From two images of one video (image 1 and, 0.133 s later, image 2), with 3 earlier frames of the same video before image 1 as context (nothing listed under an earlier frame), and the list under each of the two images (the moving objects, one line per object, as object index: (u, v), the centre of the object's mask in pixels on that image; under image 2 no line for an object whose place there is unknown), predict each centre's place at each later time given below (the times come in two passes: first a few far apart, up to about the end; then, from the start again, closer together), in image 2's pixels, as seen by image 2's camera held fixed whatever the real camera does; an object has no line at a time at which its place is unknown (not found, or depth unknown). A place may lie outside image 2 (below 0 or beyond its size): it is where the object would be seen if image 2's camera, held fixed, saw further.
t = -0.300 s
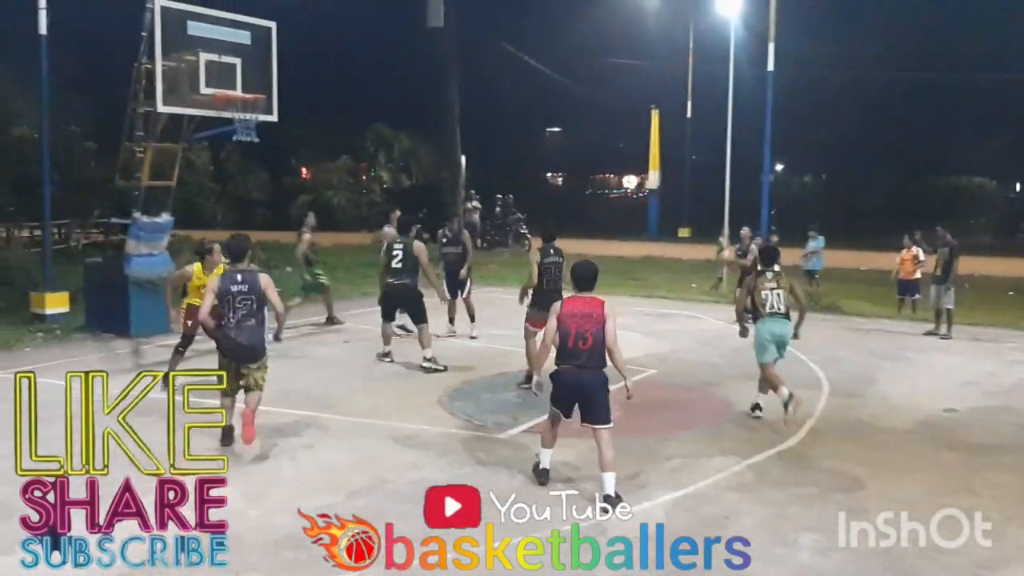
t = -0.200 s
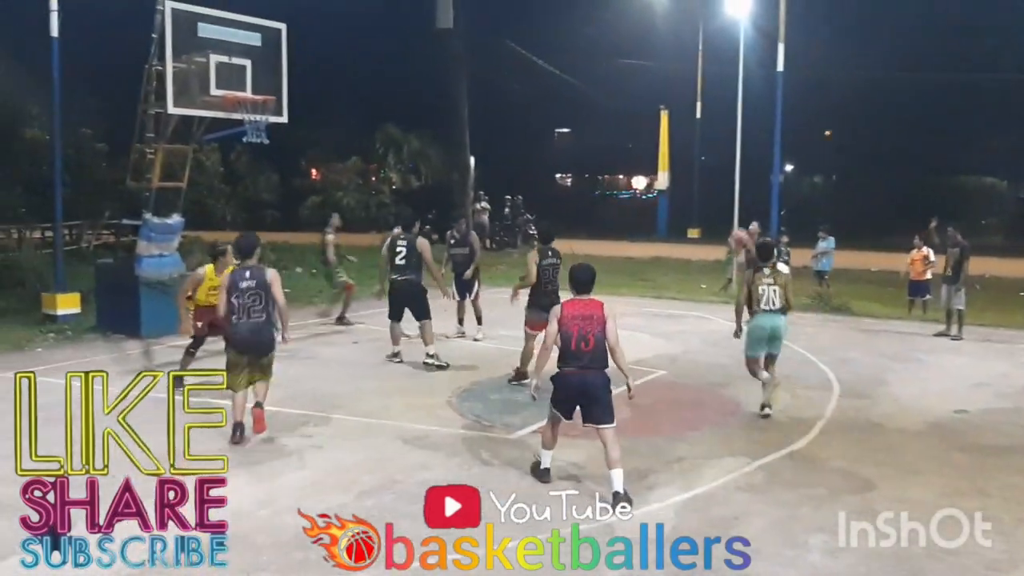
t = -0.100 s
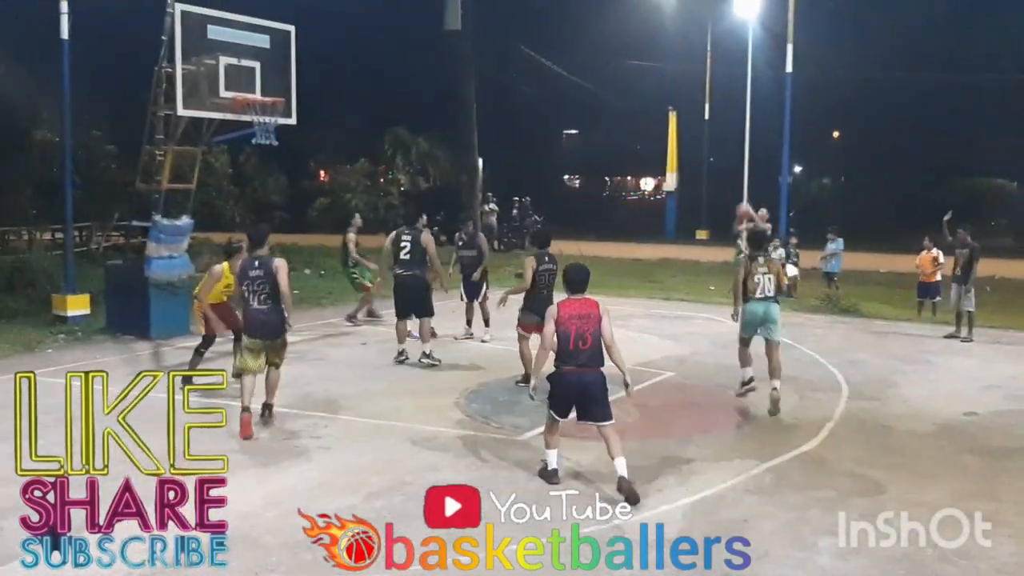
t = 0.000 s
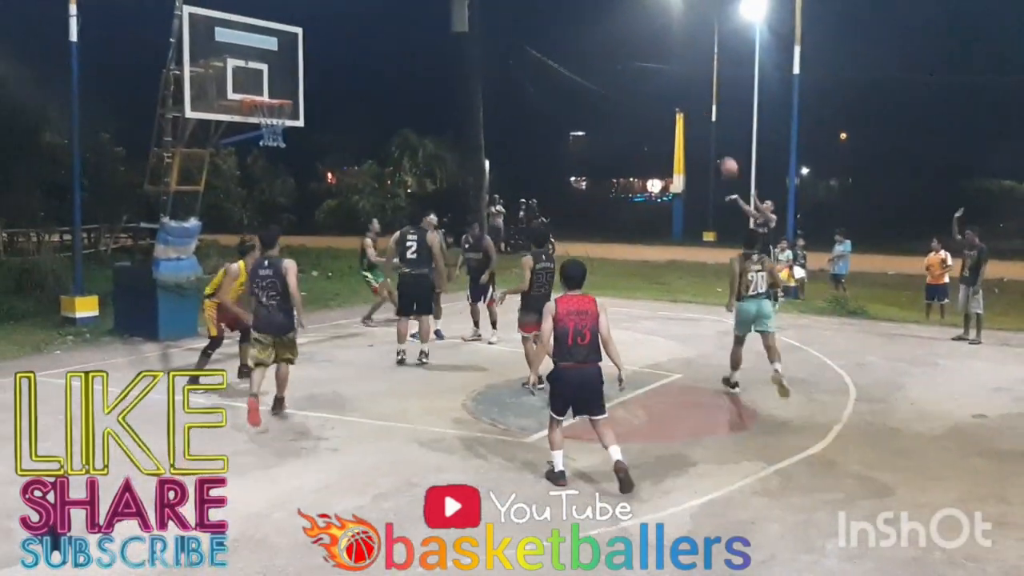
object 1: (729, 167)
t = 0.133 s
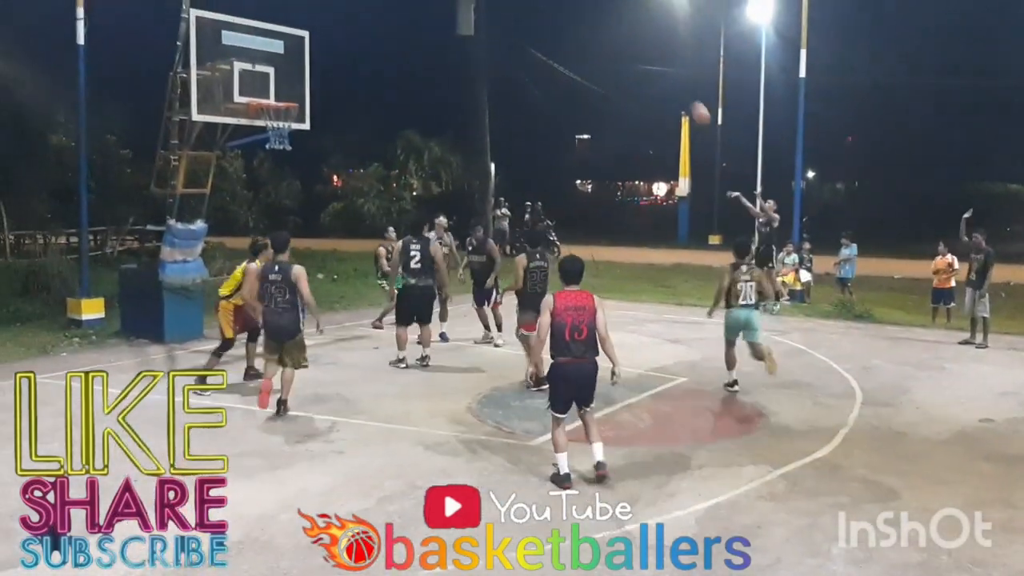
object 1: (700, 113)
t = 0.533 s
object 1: (577, 2)
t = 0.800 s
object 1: (487, -18)
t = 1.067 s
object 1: (392, 16)
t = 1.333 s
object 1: (312, 100)
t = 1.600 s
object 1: (400, 119)
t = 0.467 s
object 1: (599, 9)
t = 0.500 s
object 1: (588, 5)
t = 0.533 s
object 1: (577, 2)
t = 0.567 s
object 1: (566, -2)
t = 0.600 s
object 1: (554, -6)
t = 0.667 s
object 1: (533, -12)
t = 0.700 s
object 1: (522, -14)
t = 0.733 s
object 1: (512, -15)
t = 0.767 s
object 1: (500, -17)
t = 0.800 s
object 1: (487, -18)
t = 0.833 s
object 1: (475, -18)
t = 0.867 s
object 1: (465, -16)
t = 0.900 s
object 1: (453, -14)
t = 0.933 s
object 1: (441, -9)
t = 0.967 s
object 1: (429, -5)
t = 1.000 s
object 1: (417, 1)
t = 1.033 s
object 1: (404, 8)
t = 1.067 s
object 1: (392, 16)
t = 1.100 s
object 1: (380, 24)
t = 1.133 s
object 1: (368, 34)
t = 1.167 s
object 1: (356, 45)
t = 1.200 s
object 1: (344, 56)
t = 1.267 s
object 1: (320, 82)
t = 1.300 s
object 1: (306, 95)
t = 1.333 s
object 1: (312, 100)
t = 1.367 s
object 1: (323, 100)
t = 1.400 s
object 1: (335, 100)
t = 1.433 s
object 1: (346, 101)
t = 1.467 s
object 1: (357, 103)
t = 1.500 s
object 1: (368, 106)
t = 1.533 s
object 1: (378, 110)
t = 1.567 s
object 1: (389, 114)
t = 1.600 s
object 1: (400, 119)
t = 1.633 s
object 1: (411, 125)
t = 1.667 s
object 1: (420, 133)
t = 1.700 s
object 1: (430, 139)
